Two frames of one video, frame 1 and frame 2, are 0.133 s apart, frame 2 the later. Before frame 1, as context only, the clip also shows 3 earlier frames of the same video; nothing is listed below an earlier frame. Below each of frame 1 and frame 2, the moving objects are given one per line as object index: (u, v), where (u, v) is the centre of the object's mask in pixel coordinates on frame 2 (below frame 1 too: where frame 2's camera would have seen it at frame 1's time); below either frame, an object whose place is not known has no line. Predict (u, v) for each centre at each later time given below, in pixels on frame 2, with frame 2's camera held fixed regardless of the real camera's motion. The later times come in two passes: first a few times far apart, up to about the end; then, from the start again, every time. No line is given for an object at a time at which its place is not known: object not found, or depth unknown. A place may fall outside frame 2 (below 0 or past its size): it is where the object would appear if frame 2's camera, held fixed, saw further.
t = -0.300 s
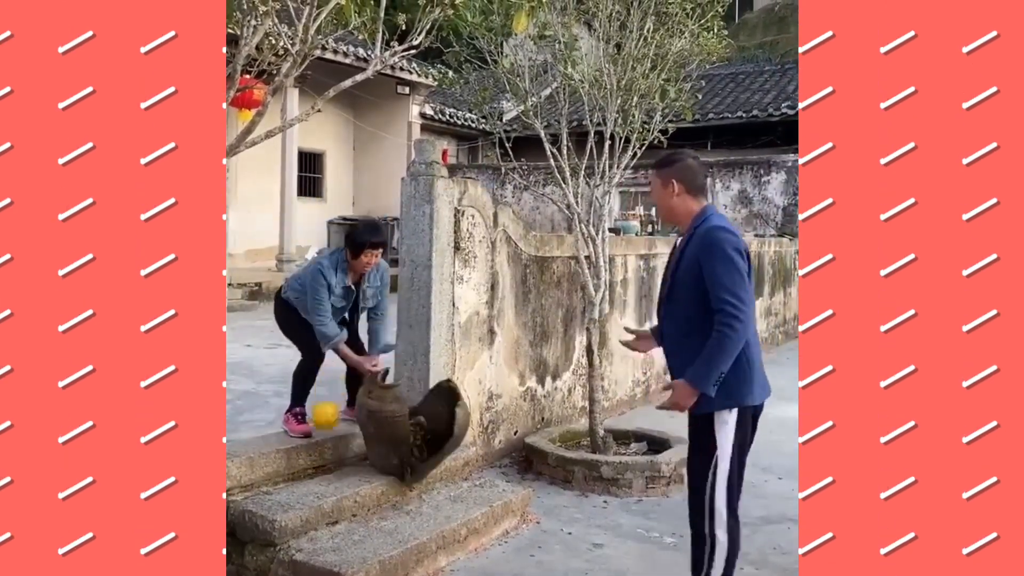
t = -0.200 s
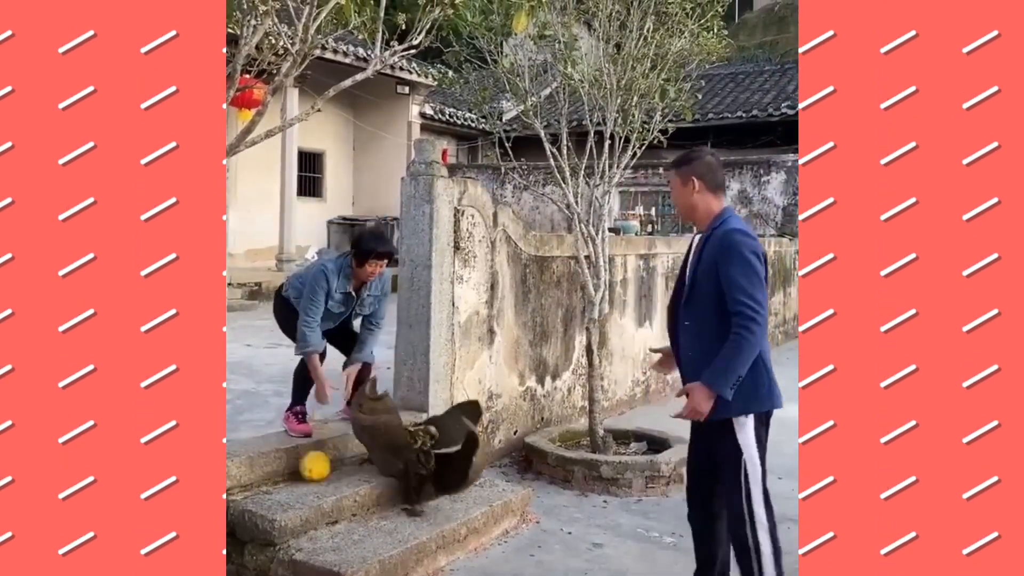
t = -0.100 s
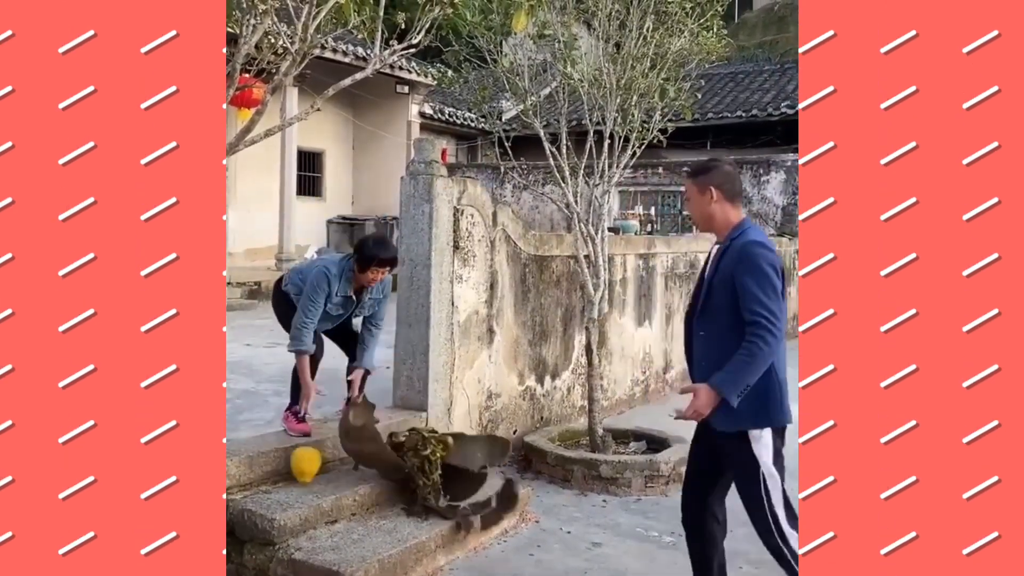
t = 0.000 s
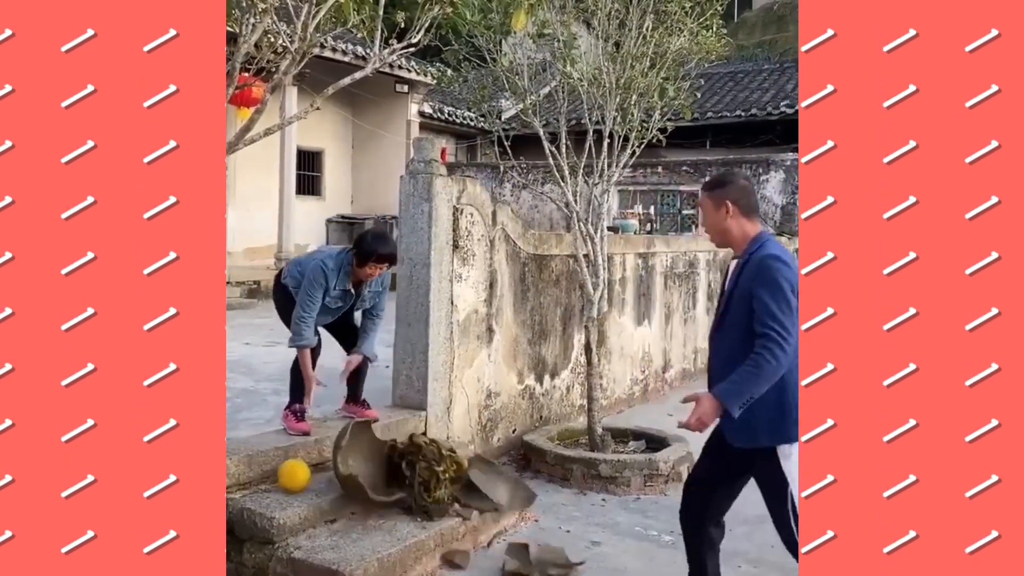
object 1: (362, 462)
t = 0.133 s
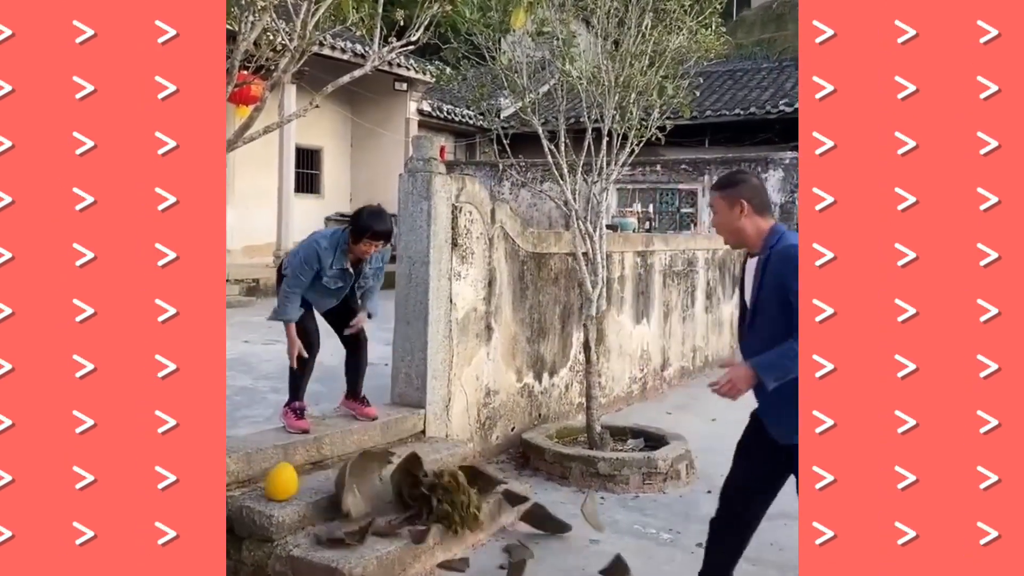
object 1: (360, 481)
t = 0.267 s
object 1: (365, 493)
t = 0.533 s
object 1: (380, 508)
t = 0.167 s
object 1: (361, 494)
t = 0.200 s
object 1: (362, 492)
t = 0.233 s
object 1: (367, 494)
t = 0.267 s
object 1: (365, 493)
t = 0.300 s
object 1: (368, 496)
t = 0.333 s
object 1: (368, 495)
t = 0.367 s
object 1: (369, 500)
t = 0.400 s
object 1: (371, 495)
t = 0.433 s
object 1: (375, 496)
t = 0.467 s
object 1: (376, 501)
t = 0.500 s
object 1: (381, 499)
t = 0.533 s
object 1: (380, 508)
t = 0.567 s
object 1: (379, 510)
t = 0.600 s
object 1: (383, 513)
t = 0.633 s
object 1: (389, 516)
